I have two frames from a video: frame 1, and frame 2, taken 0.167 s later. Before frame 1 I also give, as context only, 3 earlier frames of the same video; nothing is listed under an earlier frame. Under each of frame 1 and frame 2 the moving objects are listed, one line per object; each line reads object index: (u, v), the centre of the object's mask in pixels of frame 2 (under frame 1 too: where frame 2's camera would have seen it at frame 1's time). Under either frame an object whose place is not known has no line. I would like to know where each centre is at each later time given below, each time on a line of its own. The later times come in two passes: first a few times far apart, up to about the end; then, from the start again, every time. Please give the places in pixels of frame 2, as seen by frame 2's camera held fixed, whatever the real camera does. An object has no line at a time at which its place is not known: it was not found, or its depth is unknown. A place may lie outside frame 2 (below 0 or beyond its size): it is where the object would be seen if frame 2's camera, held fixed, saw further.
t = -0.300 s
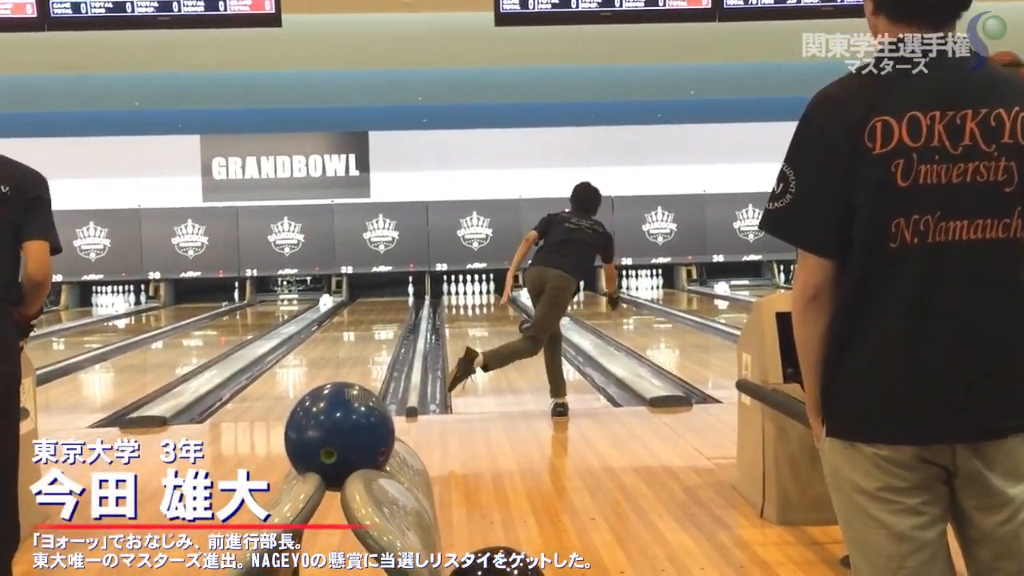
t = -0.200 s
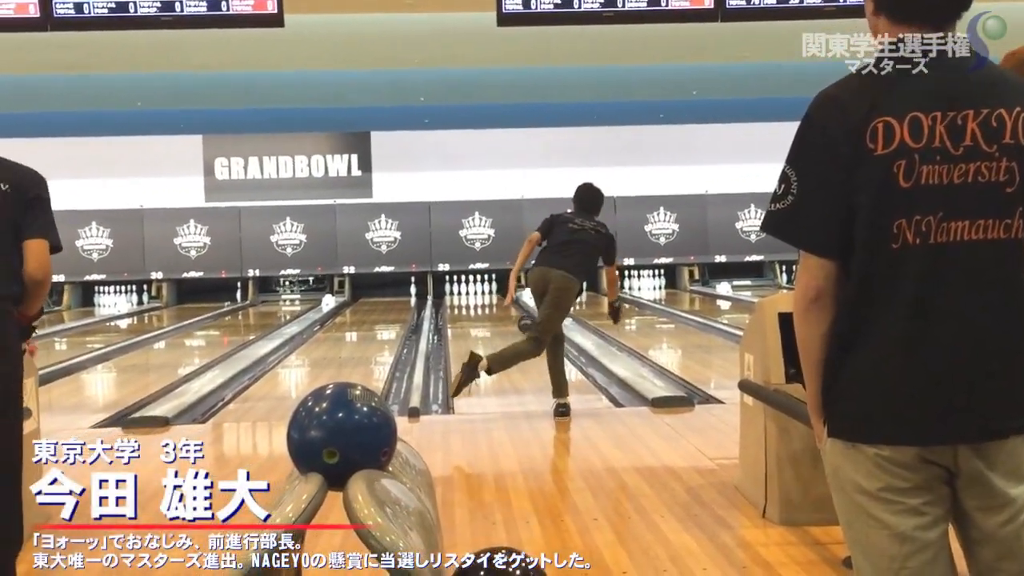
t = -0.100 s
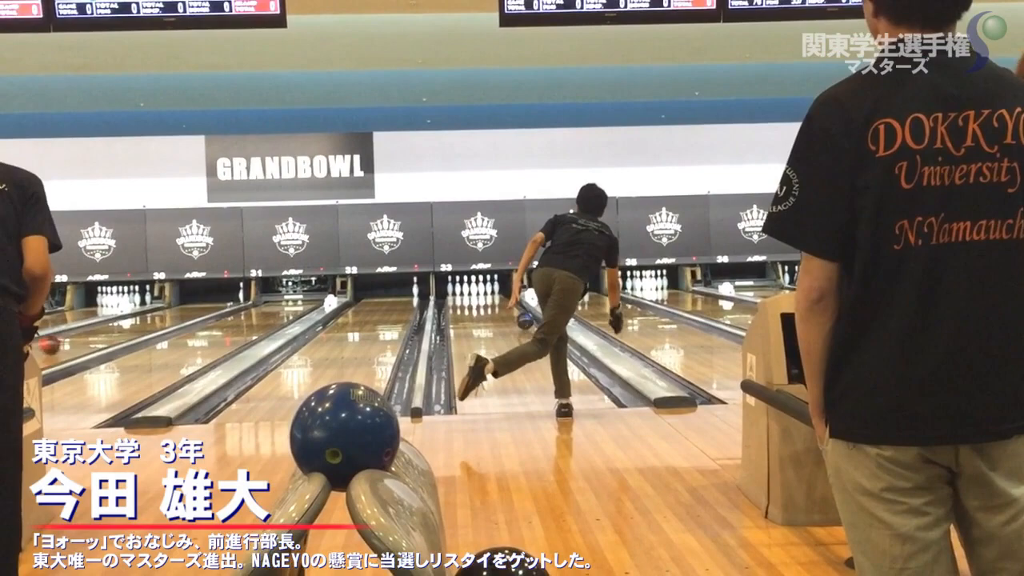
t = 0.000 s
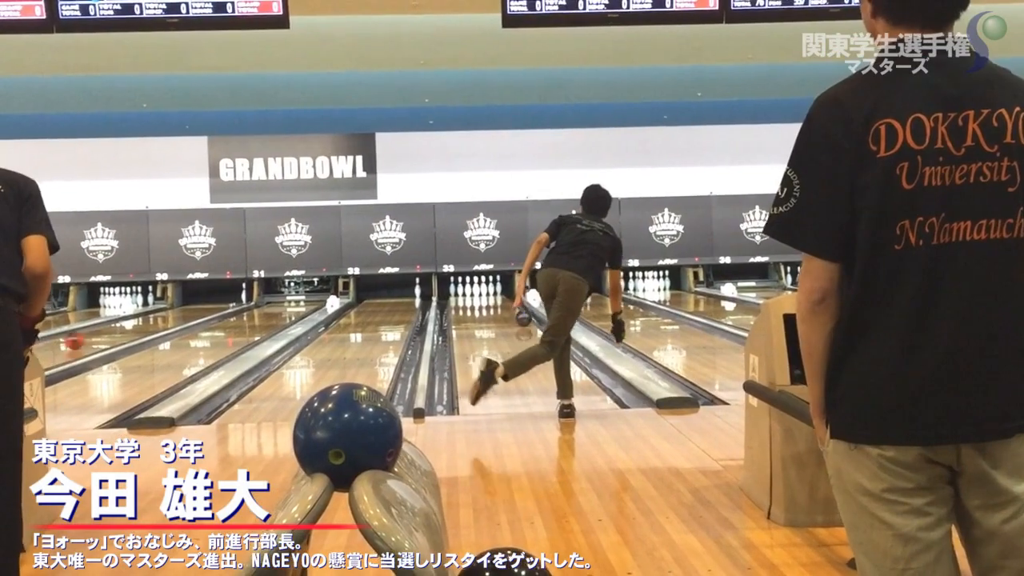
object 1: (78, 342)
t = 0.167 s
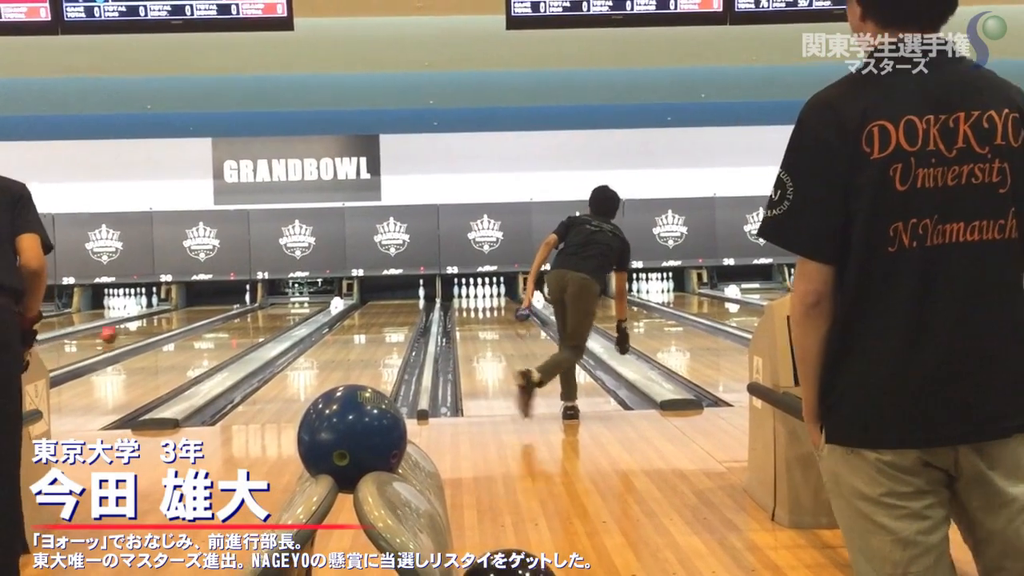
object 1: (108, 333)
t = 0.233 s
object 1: (118, 331)
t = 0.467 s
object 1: (153, 323)
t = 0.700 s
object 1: (181, 316)
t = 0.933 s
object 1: (203, 310)
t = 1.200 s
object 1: (225, 305)
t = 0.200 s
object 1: (113, 332)
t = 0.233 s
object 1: (118, 331)
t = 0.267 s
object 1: (123, 329)
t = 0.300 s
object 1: (129, 329)
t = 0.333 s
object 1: (134, 327)
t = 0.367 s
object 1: (140, 326)
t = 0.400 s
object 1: (144, 325)
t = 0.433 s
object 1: (148, 324)
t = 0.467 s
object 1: (153, 323)
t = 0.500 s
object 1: (156, 322)
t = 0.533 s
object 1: (160, 321)
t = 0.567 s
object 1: (165, 320)
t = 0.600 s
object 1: (168, 319)
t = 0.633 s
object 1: (171, 318)
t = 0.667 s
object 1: (177, 318)
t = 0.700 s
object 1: (181, 316)
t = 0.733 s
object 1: (184, 315)
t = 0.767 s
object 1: (187, 314)
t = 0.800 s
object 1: (191, 313)
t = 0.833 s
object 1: (193, 312)
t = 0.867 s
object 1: (196, 312)
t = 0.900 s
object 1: (198, 311)
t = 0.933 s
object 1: (203, 310)
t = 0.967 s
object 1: (206, 310)
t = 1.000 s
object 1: (209, 309)
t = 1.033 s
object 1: (212, 308)
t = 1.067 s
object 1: (215, 308)
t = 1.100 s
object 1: (217, 306)
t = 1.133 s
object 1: (219, 306)
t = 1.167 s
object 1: (222, 305)
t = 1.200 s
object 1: (225, 305)
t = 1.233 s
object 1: (227, 304)
